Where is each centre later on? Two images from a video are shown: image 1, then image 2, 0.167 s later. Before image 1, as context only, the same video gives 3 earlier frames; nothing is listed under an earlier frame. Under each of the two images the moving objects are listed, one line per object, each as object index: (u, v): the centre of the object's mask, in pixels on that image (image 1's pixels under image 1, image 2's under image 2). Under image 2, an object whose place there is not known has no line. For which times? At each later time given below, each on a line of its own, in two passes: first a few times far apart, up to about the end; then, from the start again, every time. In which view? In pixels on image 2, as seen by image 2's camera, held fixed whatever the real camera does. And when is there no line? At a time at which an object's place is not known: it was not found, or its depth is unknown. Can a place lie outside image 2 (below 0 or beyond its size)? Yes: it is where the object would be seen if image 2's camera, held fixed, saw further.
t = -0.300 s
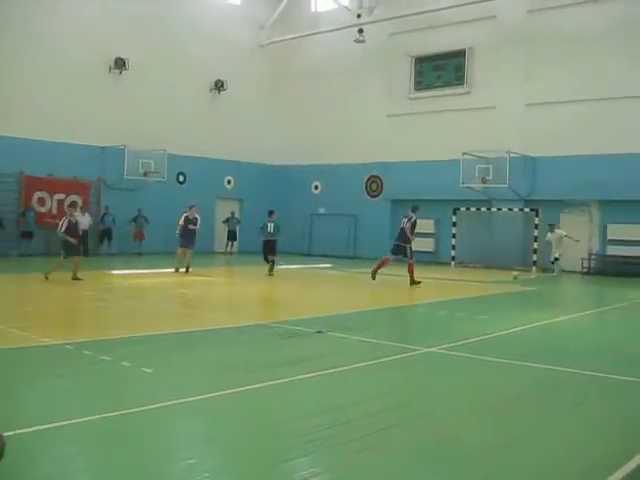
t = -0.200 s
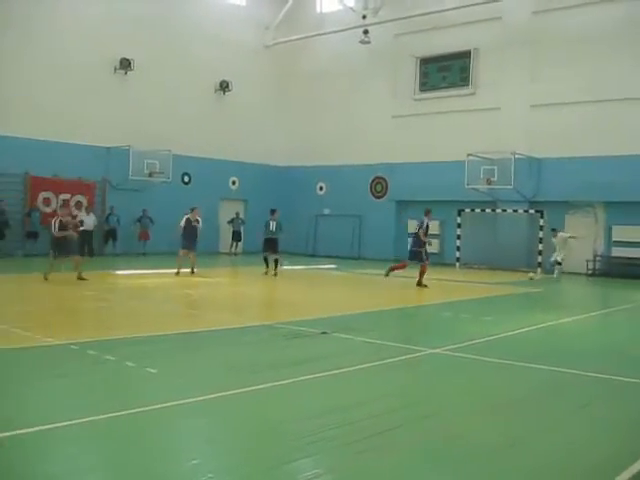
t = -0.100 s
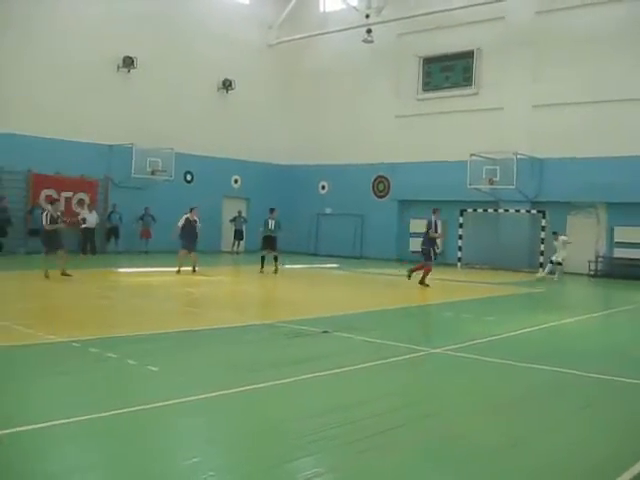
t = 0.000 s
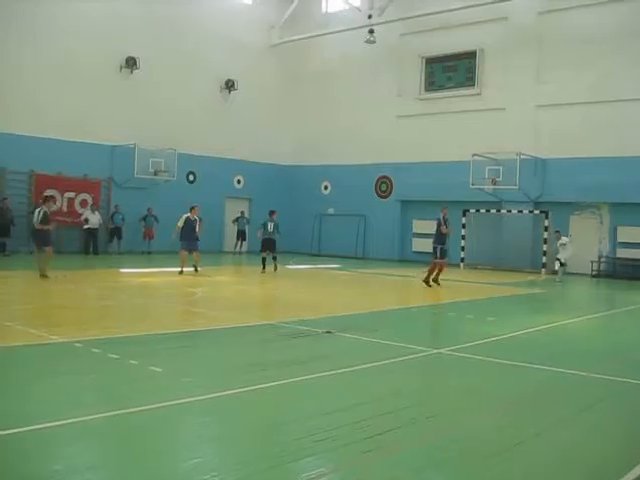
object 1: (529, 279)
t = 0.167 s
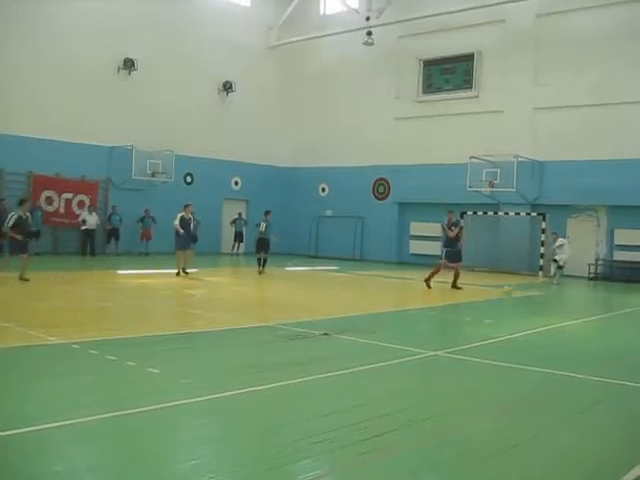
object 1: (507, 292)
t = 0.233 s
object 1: (498, 294)
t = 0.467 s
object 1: (455, 312)
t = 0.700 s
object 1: (388, 338)
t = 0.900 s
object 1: (294, 375)
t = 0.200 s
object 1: (502, 293)
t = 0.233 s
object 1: (498, 294)
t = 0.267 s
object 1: (491, 299)
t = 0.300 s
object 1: (486, 301)
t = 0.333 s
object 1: (481, 304)
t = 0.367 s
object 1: (475, 305)
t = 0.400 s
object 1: (469, 309)
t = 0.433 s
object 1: (463, 310)
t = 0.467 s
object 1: (455, 312)
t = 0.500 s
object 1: (447, 314)
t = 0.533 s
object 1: (440, 316)
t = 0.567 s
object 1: (431, 322)
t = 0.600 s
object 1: (421, 325)
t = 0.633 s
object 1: (411, 327)
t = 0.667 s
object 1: (400, 332)
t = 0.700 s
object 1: (388, 338)
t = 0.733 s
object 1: (375, 344)
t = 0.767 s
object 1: (363, 346)
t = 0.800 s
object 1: (349, 352)
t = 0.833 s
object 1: (333, 357)
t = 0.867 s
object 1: (316, 363)
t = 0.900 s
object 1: (294, 375)
